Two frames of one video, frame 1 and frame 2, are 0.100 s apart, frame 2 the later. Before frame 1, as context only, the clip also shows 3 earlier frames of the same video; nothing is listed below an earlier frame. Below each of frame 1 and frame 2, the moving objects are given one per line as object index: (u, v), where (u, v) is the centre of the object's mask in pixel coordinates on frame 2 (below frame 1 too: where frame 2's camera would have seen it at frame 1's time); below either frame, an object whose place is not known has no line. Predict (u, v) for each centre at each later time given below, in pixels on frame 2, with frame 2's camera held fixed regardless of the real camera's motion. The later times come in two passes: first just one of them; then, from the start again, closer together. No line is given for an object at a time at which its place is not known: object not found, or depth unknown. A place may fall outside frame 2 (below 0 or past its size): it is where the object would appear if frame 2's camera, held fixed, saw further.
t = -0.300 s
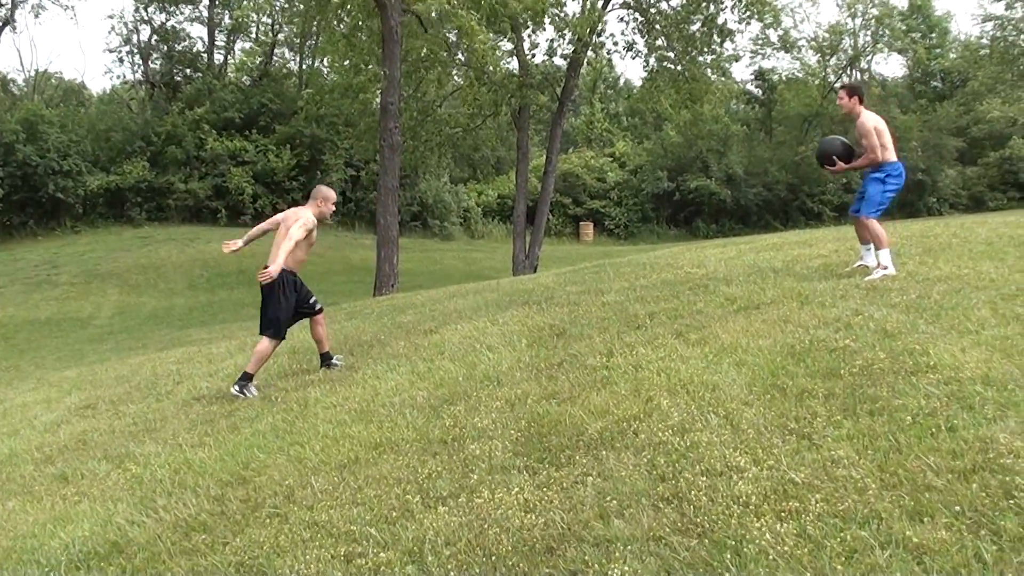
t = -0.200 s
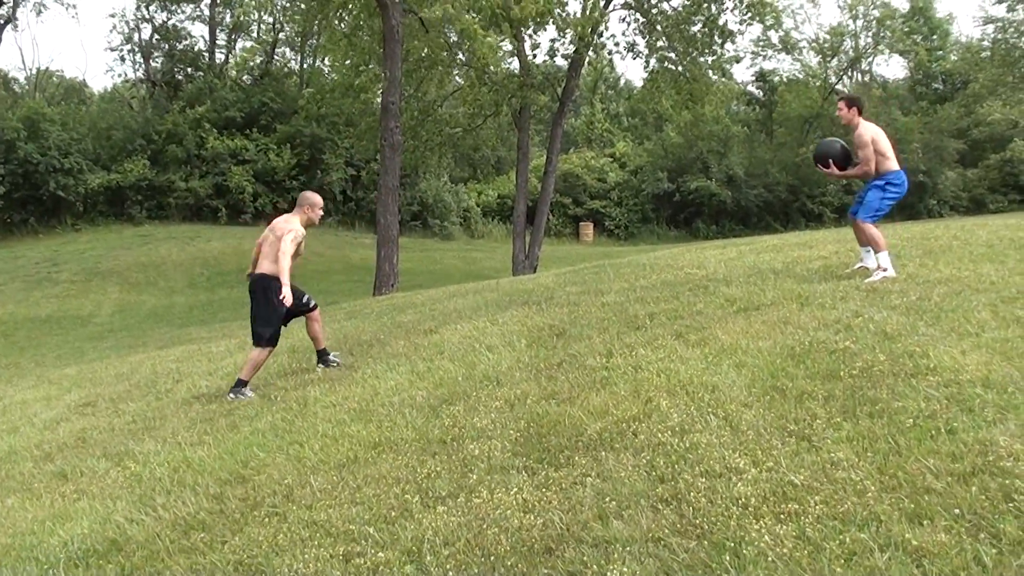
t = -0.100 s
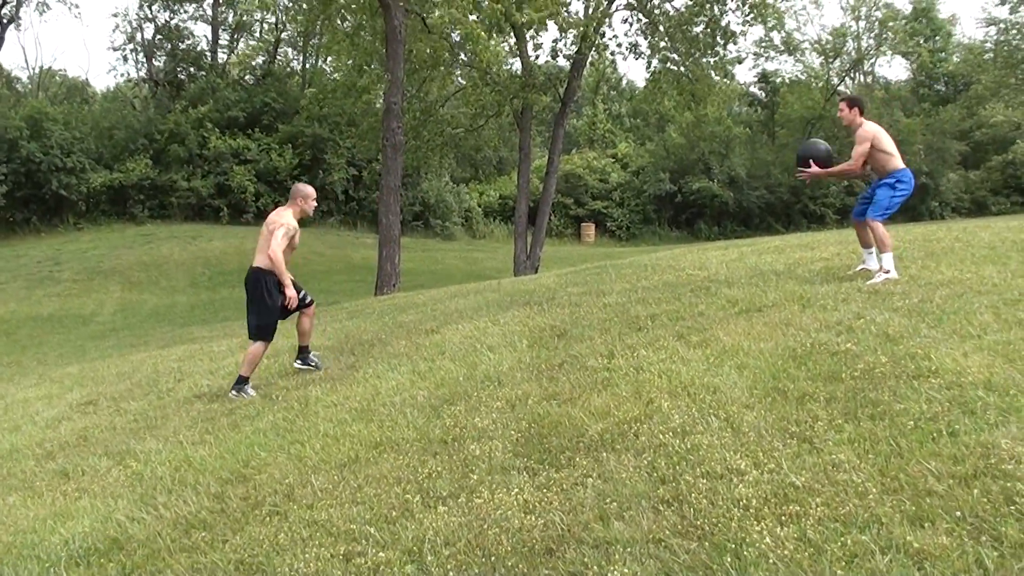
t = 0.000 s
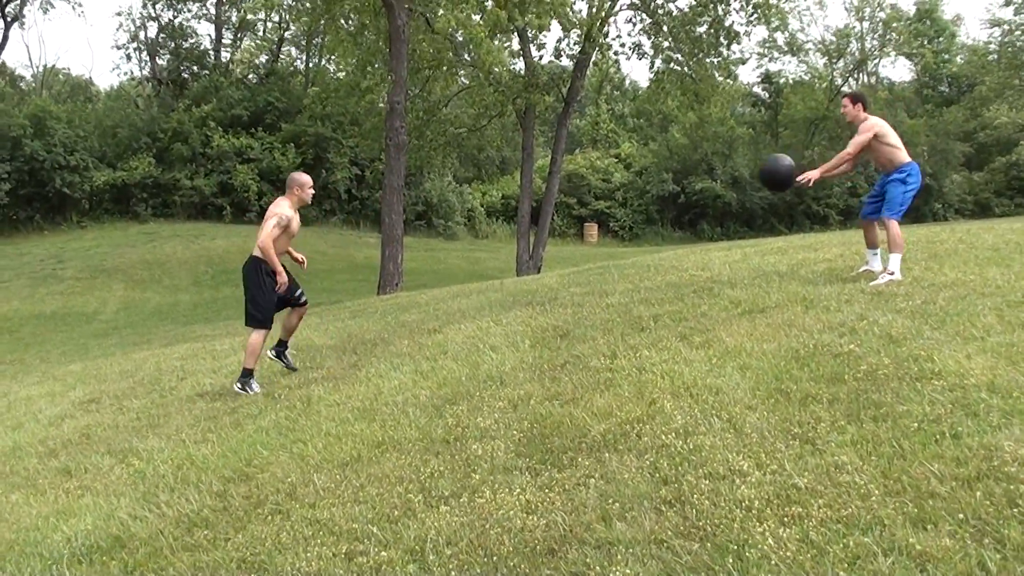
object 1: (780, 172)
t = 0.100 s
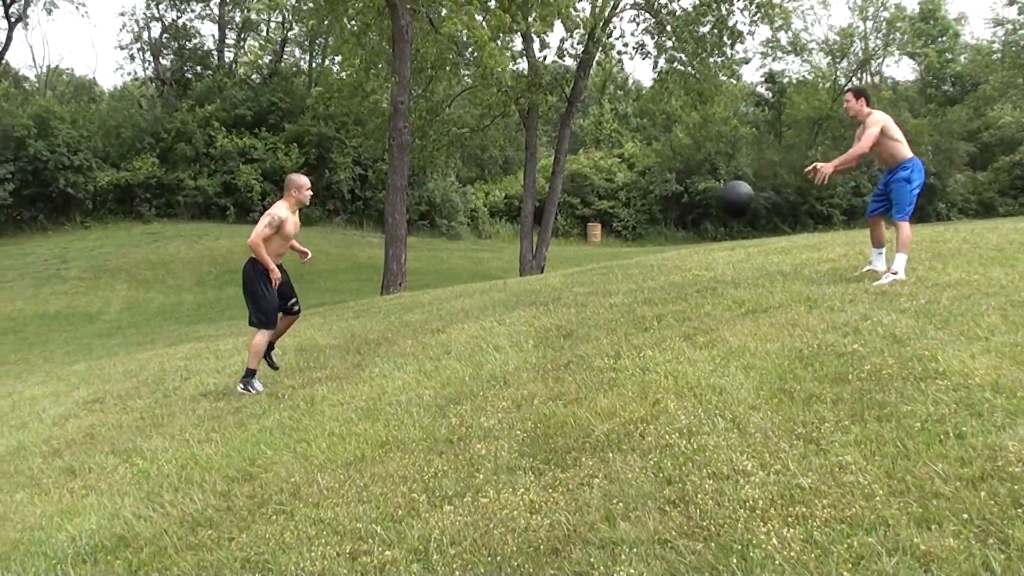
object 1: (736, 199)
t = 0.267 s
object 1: (659, 273)
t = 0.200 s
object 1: (690, 240)
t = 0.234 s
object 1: (675, 256)
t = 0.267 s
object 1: (659, 273)
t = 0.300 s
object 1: (643, 292)
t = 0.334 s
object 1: (630, 299)
